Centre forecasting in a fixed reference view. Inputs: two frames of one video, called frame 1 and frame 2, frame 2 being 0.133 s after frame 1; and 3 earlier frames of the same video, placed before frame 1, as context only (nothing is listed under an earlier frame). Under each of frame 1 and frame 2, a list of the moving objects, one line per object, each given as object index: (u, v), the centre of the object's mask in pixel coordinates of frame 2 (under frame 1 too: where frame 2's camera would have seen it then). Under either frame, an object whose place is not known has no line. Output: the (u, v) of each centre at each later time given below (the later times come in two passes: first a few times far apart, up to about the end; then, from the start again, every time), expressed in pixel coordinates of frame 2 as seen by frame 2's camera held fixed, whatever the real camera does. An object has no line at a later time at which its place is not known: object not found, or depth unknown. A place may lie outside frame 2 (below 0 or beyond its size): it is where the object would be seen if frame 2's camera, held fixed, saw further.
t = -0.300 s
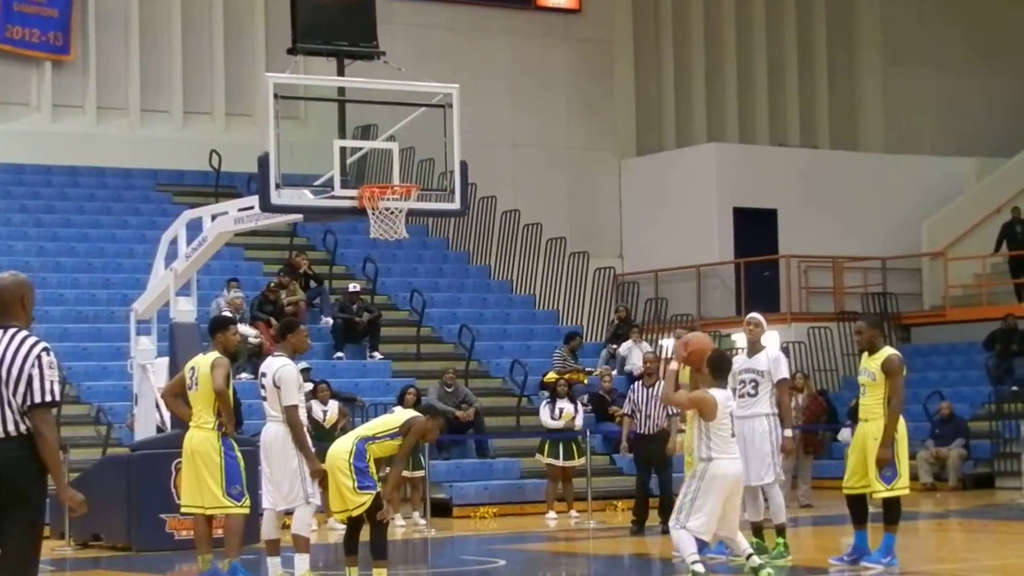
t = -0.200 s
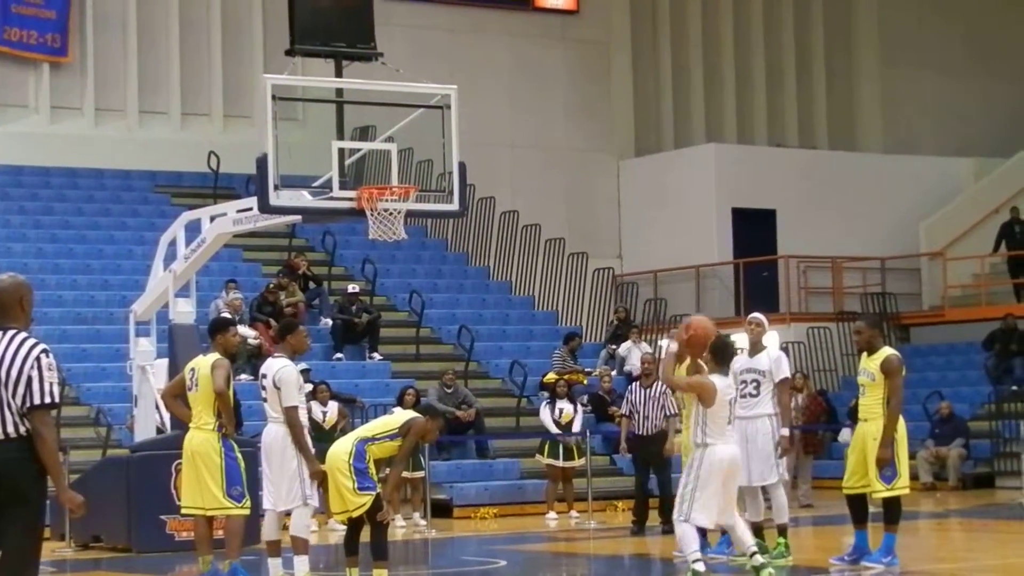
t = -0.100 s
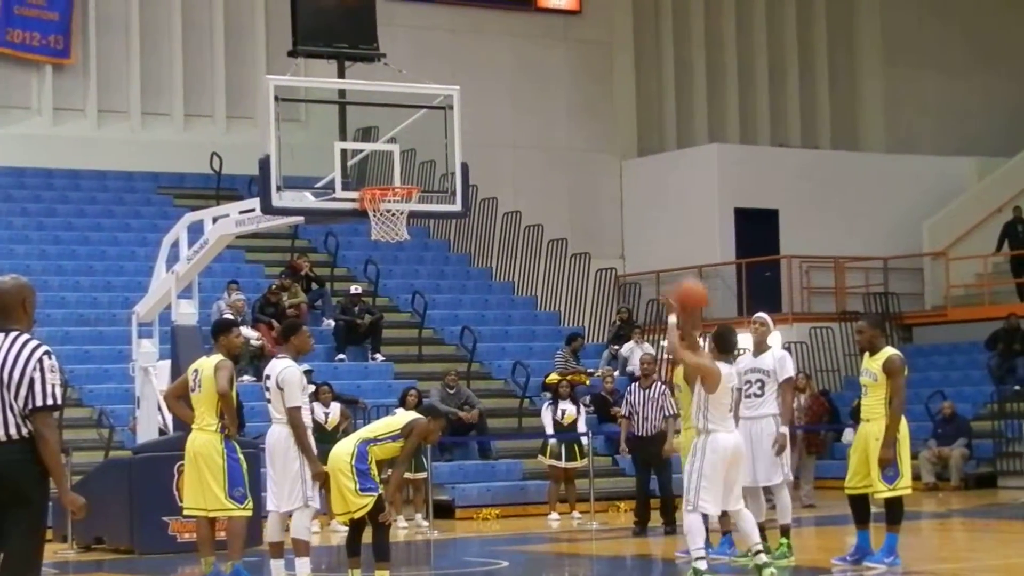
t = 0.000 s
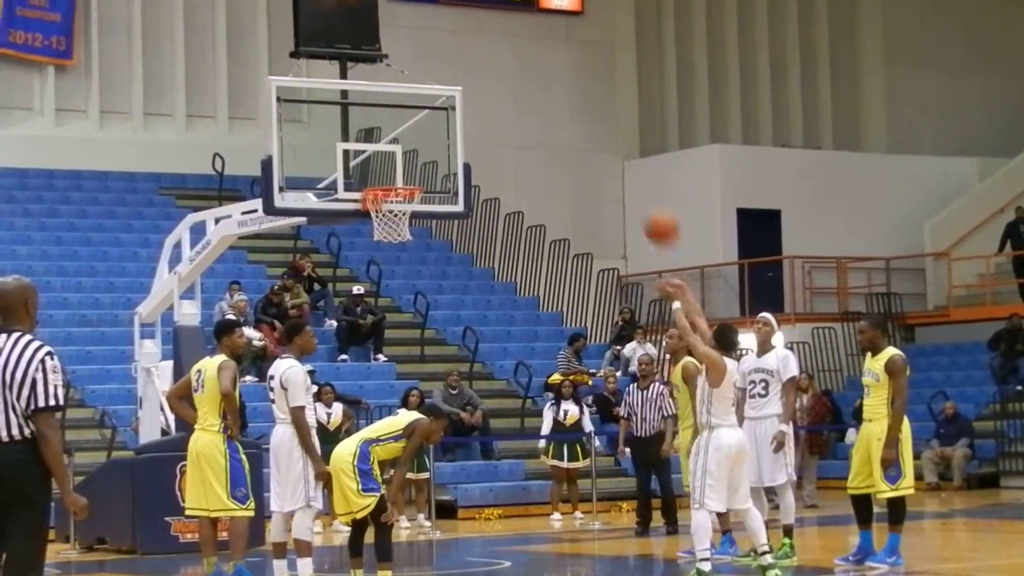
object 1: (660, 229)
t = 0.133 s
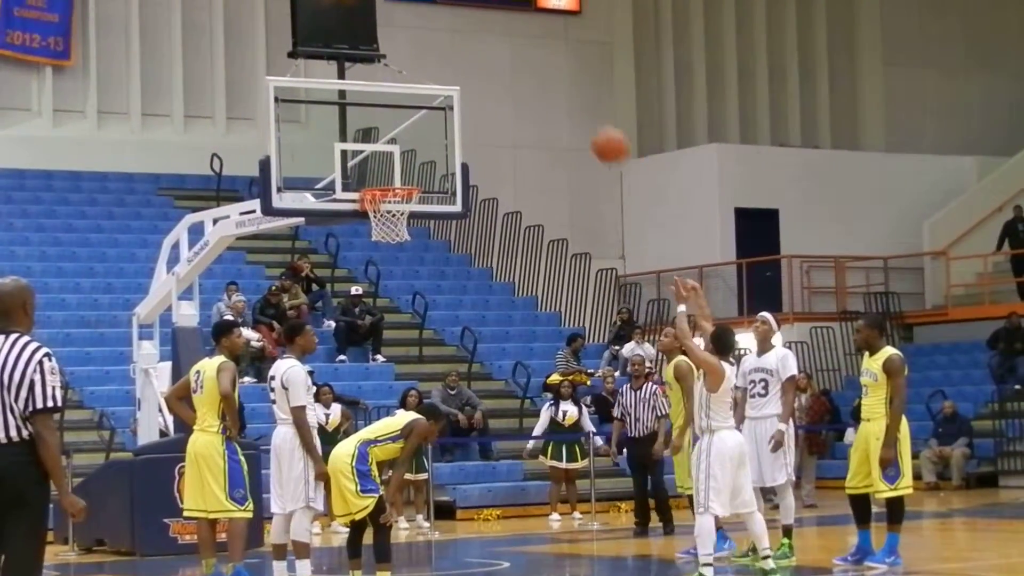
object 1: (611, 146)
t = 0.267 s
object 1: (563, 91)
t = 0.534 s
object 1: (484, 61)
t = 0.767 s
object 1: (424, 109)
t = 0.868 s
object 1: (402, 146)
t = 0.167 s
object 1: (598, 129)
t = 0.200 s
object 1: (585, 114)
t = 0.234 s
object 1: (575, 101)
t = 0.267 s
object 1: (563, 91)
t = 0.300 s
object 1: (552, 81)
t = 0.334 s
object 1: (542, 74)
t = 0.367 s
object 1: (532, 69)
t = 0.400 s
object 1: (522, 65)
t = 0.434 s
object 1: (512, 62)
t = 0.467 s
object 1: (502, 61)
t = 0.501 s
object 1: (493, 61)
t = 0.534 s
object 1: (484, 61)
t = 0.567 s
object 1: (474, 64)
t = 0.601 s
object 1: (465, 68)
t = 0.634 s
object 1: (456, 72)
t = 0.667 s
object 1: (449, 79)
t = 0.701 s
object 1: (441, 87)
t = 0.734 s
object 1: (432, 98)
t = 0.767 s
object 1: (424, 109)
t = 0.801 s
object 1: (416, 120)
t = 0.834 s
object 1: (408, 133)
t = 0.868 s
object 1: (402, 146)
